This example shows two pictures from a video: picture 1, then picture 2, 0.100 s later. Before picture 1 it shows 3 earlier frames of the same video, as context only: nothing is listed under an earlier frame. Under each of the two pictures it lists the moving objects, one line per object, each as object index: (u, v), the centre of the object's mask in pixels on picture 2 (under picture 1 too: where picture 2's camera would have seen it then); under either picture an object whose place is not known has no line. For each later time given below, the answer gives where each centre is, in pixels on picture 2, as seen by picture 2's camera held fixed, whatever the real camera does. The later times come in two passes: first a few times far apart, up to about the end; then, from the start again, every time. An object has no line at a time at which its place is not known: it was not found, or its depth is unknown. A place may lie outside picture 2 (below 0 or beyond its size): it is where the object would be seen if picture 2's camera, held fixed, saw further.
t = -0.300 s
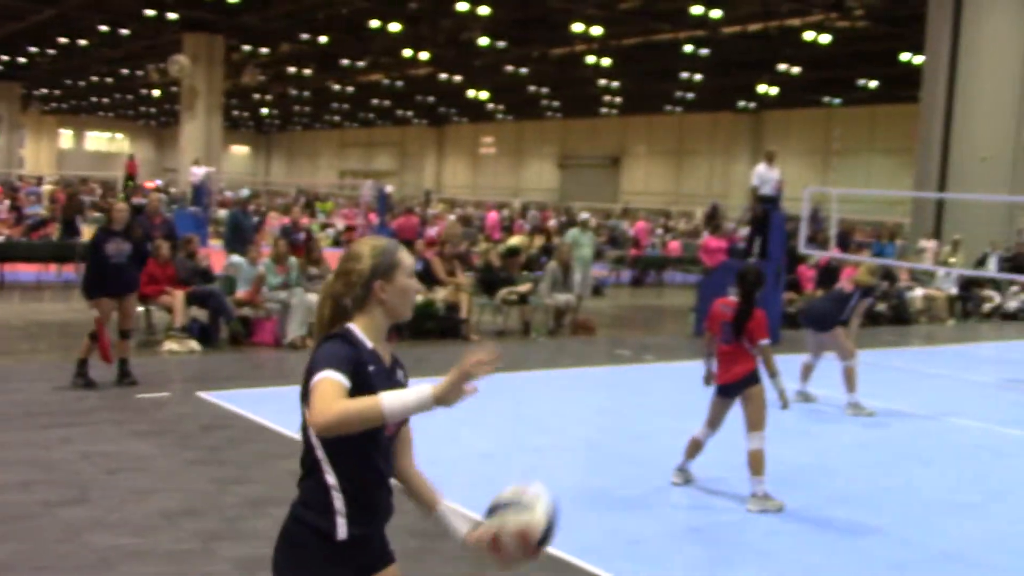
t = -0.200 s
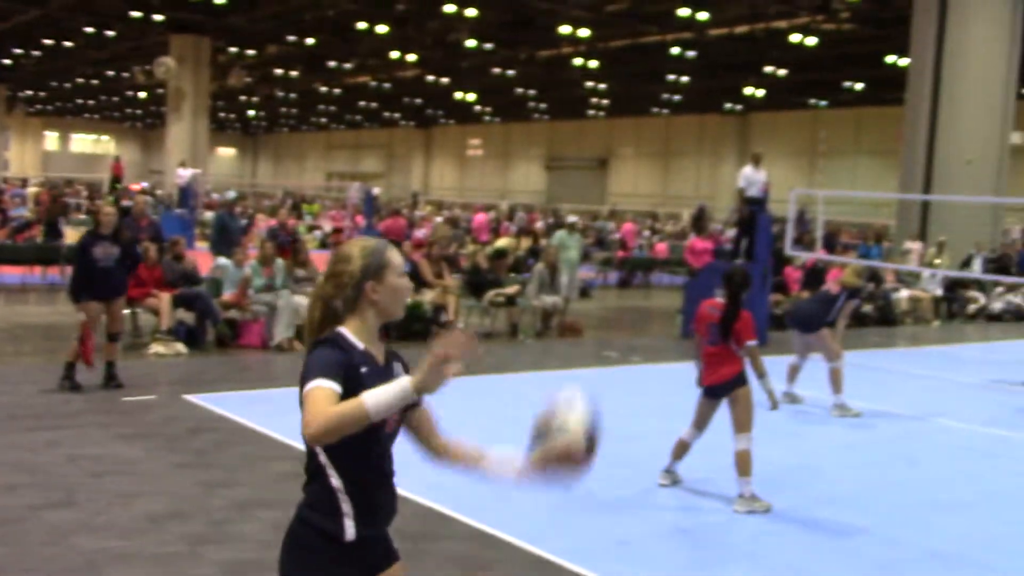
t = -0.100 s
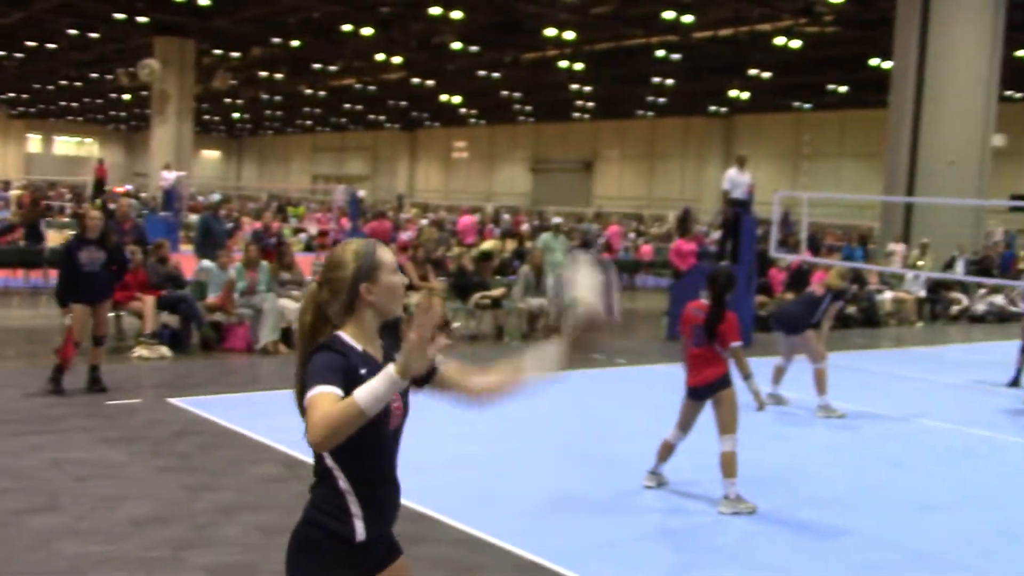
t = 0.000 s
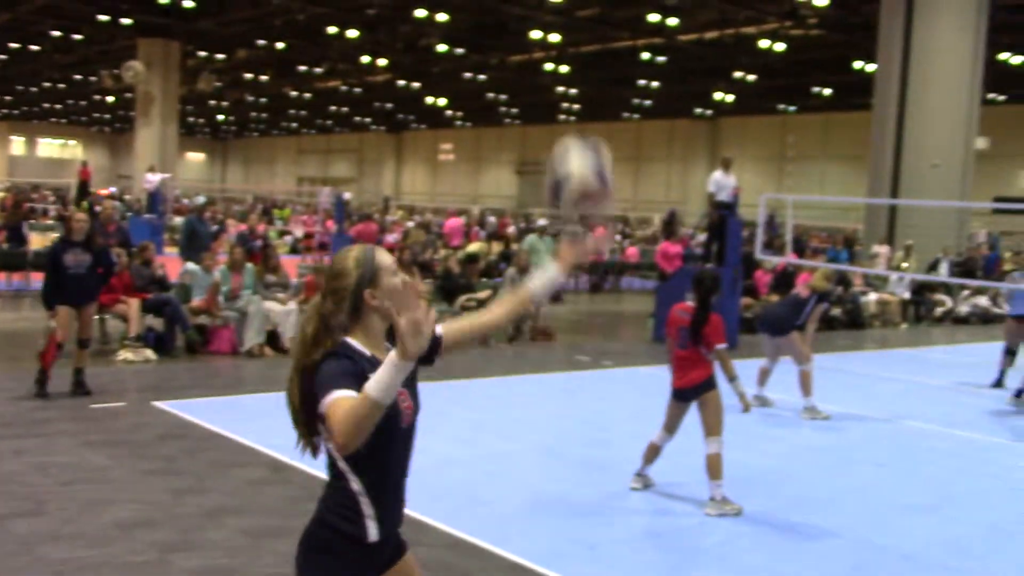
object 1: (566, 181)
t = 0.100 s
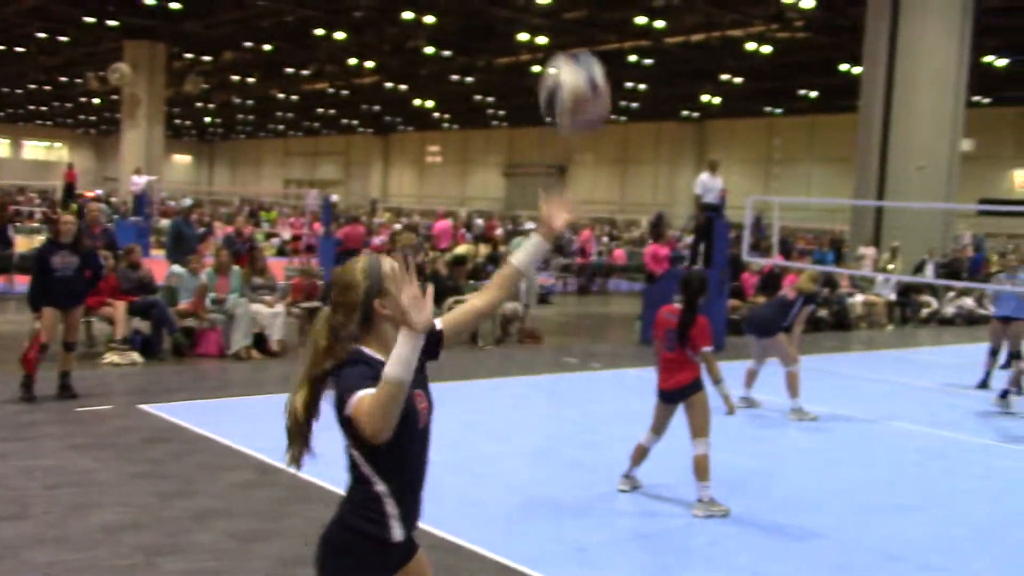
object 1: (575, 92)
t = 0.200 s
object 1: (580, 38)
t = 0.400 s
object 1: (583, 27)
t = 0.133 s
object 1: (577, 71)
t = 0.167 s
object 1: (579, 53)
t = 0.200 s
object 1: (580, 38)
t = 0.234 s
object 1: (582, 29)
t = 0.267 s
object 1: (582, 23)
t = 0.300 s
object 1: (583, 21)
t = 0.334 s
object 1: (583, 20)
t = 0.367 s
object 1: (583, 22)
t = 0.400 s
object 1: (583, 27)
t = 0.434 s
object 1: (583, 37)
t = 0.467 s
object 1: (581, 51)
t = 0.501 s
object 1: (581, 68)
